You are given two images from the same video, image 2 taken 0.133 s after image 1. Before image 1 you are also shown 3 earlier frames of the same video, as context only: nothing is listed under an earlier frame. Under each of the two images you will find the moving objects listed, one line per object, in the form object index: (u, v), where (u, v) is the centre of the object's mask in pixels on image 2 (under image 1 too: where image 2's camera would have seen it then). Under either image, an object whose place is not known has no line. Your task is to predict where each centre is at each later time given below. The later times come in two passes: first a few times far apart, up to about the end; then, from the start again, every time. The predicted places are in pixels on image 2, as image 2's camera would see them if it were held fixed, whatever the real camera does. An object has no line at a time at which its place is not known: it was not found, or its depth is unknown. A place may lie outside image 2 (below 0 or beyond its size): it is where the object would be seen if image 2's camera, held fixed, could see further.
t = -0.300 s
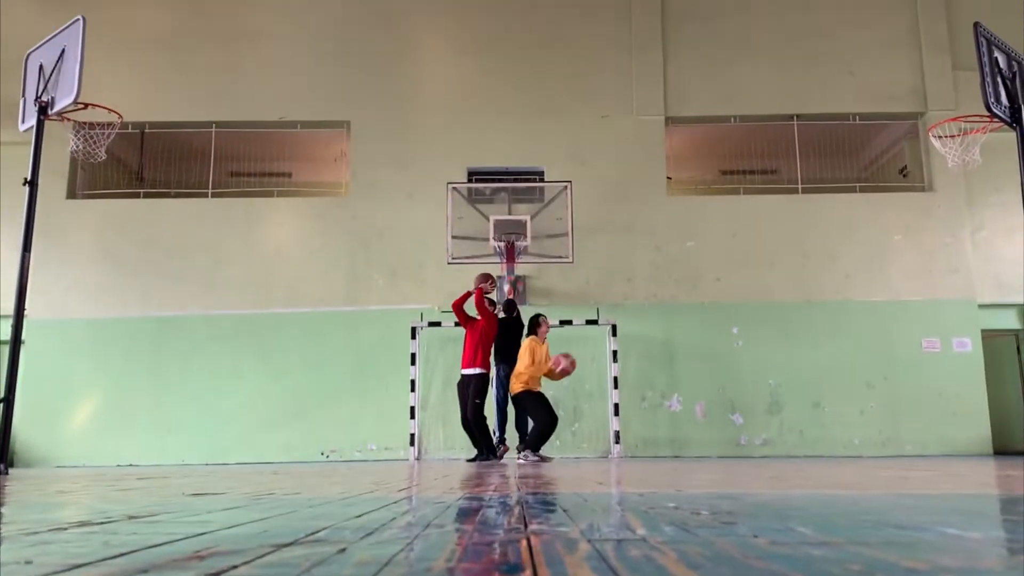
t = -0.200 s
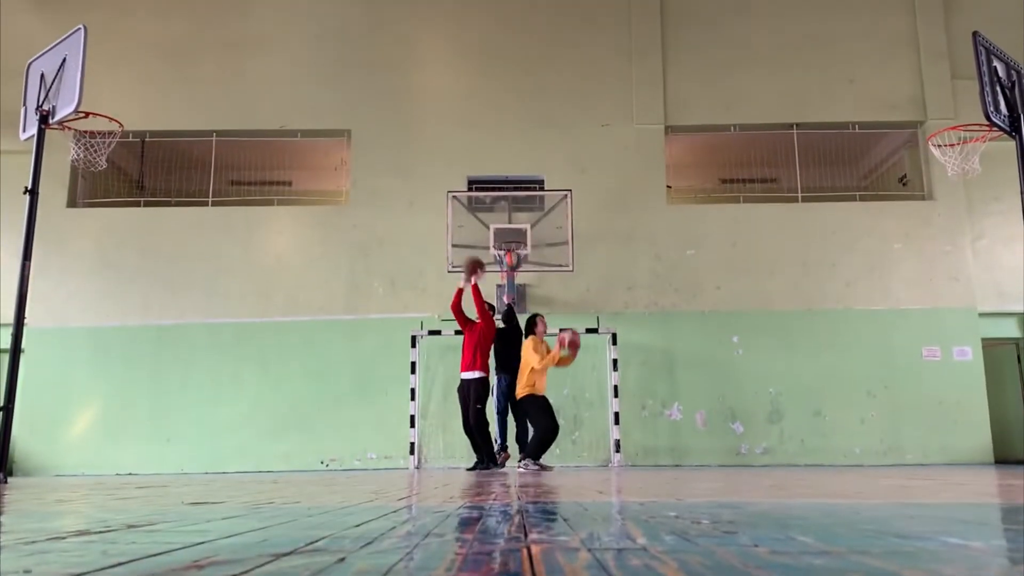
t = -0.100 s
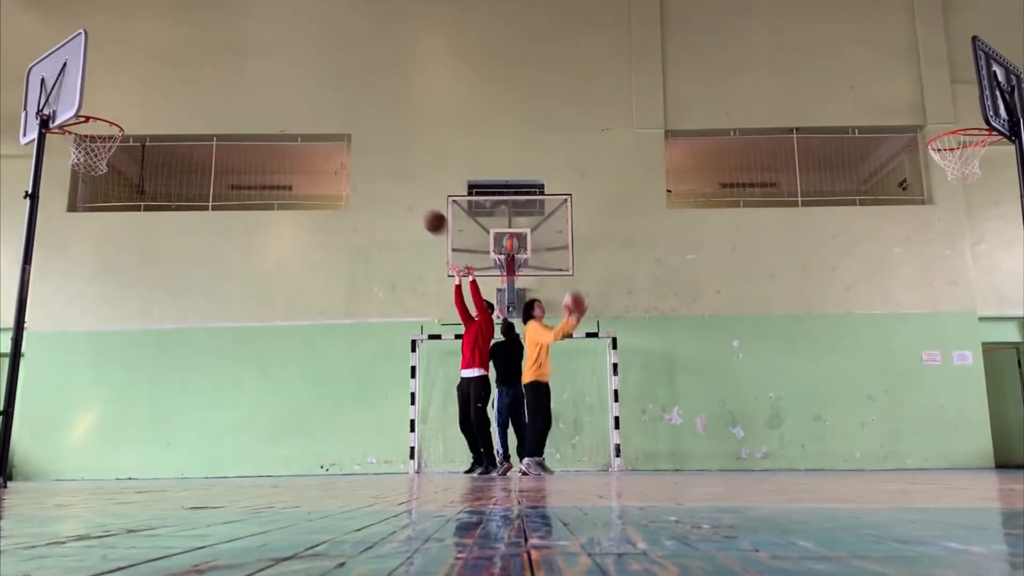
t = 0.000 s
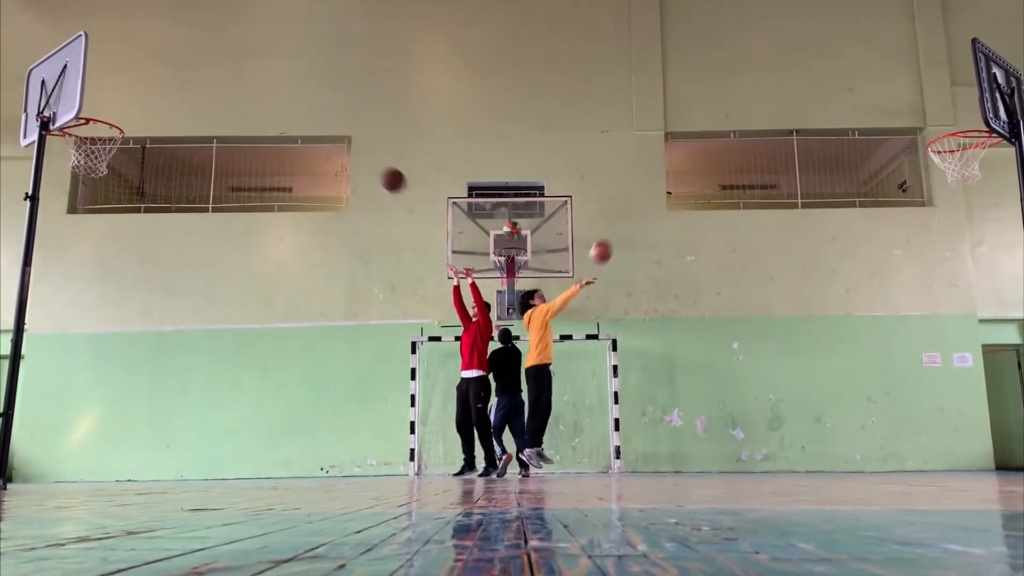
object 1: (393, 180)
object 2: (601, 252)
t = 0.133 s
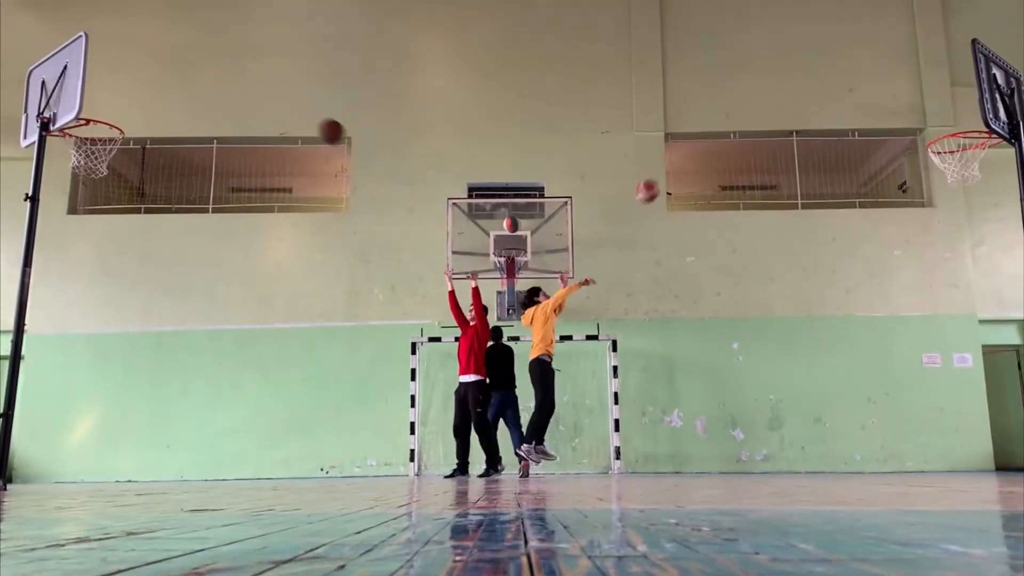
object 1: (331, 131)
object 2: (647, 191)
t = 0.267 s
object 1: (263, 96)
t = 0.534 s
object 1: (101, 73)
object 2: (801, 97)
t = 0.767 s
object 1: (97, 139)
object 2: (909, 111)
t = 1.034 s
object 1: (116, 268)
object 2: (983, 205)
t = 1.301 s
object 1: (126, 471)
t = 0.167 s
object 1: (315, 121)
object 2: (658, 179)
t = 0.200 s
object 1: (298, 112)
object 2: (670, 166)
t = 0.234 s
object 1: (281, 103)
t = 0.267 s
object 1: (263, 96)
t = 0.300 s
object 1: (244, 89)
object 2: (707, 135)
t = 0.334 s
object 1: (226, 83)
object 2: (721, 127)
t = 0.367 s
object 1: (206, 79)
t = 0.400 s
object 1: (186, 75)
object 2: (747, 113)
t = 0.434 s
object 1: (166, 73)
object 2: (761, 107)
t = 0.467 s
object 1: (144, 72)
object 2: (774, 103)
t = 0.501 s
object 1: (122, 72)
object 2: (787, 99)
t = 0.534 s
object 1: (101, 73)
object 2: (801, 97)
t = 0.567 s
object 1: (89, 77)
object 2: (816, 95)
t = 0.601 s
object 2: (830, 95)
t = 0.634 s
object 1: (87, 93)
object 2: (846, 96)
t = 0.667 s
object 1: (88, 102)
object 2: (861, 97)
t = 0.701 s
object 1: (89, 113)
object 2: (876, 101)
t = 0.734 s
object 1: (92, 126)
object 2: (892, 105)
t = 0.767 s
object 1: (97, 139)
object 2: (909, 111)
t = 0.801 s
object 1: (102, 149)
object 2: (926, 117)
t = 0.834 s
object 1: (100, 171)
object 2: (944, 125)
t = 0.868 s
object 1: (105, 181)
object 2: (963, 135)
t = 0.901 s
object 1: (107, 196)
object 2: (979, 148)
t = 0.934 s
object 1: (110, 212)
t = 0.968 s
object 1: (112, 230)
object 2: (982, 174)
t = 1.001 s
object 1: (114, 248)
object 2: (982, 188)
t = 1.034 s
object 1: (116, 268)
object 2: (983, 205)
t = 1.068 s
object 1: (117, 289)
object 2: (985, 222)
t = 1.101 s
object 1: (119, 311)
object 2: (986, 240)
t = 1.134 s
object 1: (120, 335)
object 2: (988, 261)
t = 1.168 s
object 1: (122, 361)
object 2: (990, 282)
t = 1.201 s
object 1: (123, 388)
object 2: (992, 304)
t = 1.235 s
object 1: (124, 416)
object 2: (994, 328)
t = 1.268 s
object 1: (125, 445)
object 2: (998, 355)
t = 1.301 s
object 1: (126, 471)
